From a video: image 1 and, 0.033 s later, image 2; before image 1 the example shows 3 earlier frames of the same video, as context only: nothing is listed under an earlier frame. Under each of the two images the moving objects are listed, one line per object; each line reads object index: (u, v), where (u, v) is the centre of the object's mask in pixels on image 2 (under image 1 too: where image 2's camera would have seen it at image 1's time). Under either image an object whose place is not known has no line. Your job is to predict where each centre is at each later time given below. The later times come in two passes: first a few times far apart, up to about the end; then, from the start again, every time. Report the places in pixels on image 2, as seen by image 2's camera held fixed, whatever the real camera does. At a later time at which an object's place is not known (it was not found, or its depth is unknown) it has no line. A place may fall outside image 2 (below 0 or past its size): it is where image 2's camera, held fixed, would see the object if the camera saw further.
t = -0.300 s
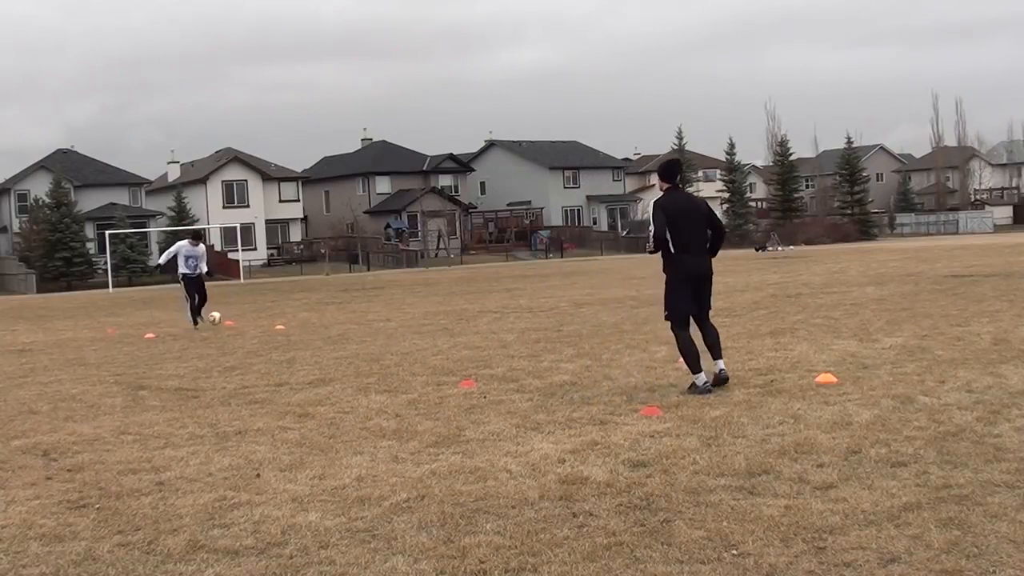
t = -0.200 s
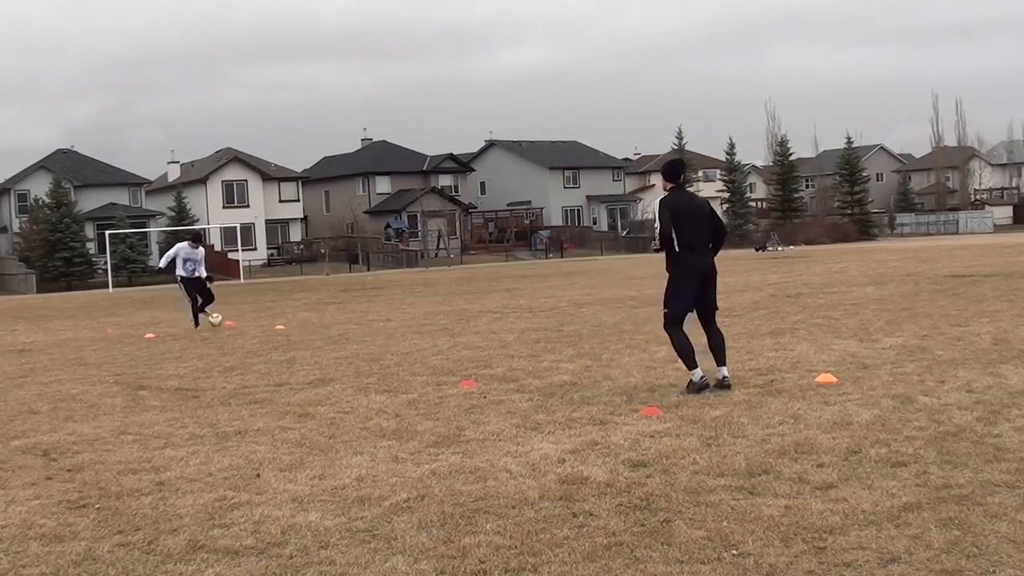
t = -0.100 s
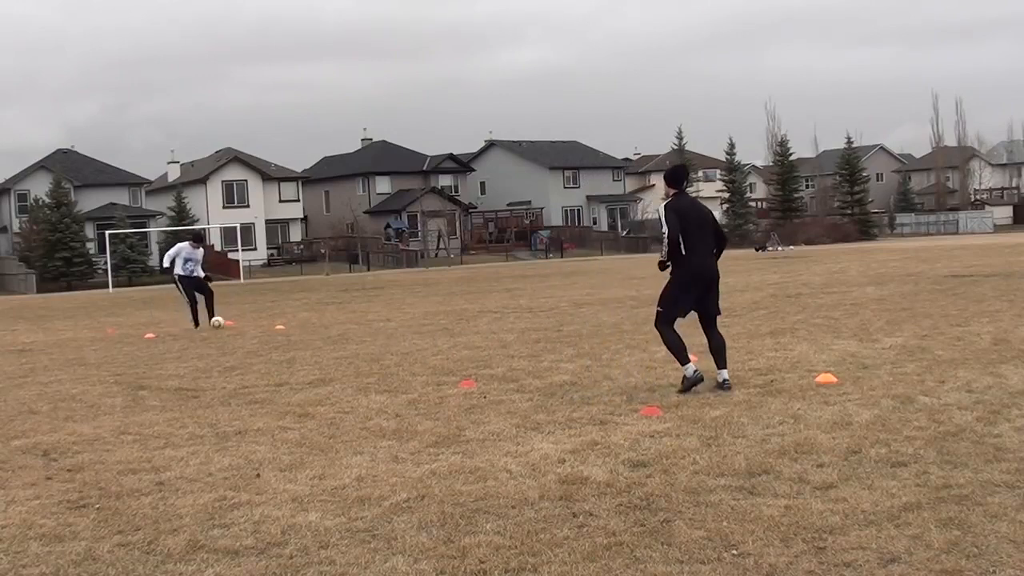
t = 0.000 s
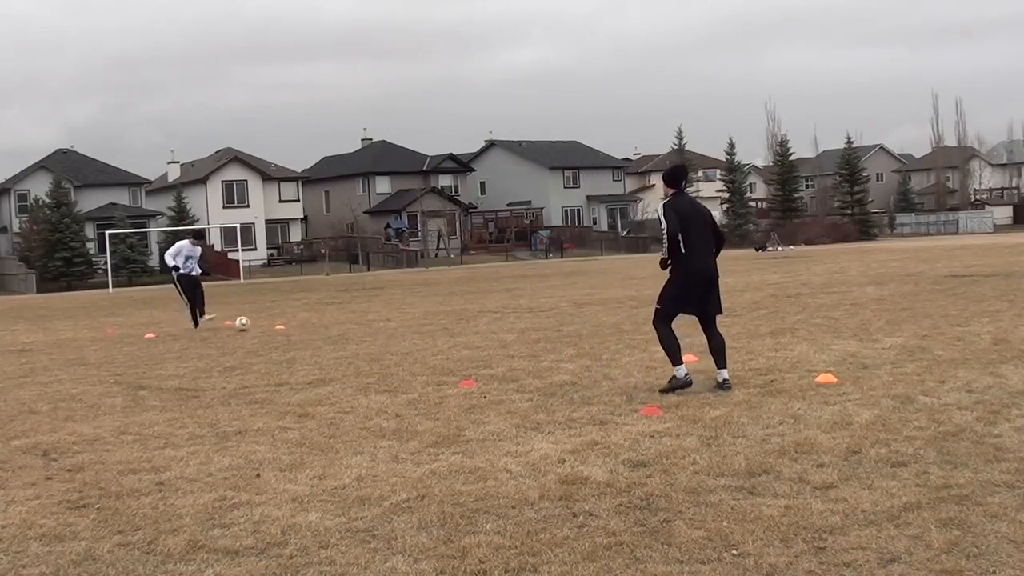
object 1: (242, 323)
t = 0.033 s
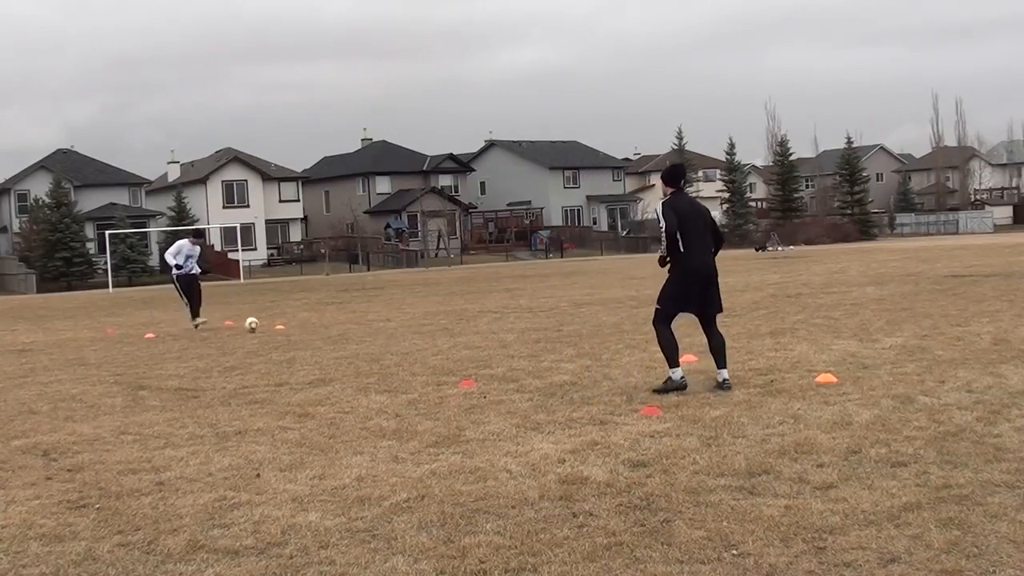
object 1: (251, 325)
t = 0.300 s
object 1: (335, 334)
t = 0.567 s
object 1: (439, 336)
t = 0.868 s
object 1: (585, 354)
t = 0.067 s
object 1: (261, 326)
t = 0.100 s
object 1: (270, 327)
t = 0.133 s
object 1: (280, 327)
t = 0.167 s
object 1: (290, 327)
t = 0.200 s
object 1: (300, 327)
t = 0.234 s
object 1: (311, 328)
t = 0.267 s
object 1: (323, 331)
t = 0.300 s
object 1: (335, 334)
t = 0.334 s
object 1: (346, 333)
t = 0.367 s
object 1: (358, 330)
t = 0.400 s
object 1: (370, 329)
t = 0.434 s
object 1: (382, 328)
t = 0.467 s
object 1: (396, 328)
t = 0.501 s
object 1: (409, 330)
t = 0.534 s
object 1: (424, 332)
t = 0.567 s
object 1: (439, 336)
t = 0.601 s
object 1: (454, 341)
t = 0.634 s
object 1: (471, 347)
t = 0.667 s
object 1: (486, 347)
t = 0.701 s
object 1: (501, 345)
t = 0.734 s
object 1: (516, 344)
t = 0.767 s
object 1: (532, 345)
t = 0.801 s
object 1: (549, 347)
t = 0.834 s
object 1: (566, 350)
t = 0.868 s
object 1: (585, 354)
